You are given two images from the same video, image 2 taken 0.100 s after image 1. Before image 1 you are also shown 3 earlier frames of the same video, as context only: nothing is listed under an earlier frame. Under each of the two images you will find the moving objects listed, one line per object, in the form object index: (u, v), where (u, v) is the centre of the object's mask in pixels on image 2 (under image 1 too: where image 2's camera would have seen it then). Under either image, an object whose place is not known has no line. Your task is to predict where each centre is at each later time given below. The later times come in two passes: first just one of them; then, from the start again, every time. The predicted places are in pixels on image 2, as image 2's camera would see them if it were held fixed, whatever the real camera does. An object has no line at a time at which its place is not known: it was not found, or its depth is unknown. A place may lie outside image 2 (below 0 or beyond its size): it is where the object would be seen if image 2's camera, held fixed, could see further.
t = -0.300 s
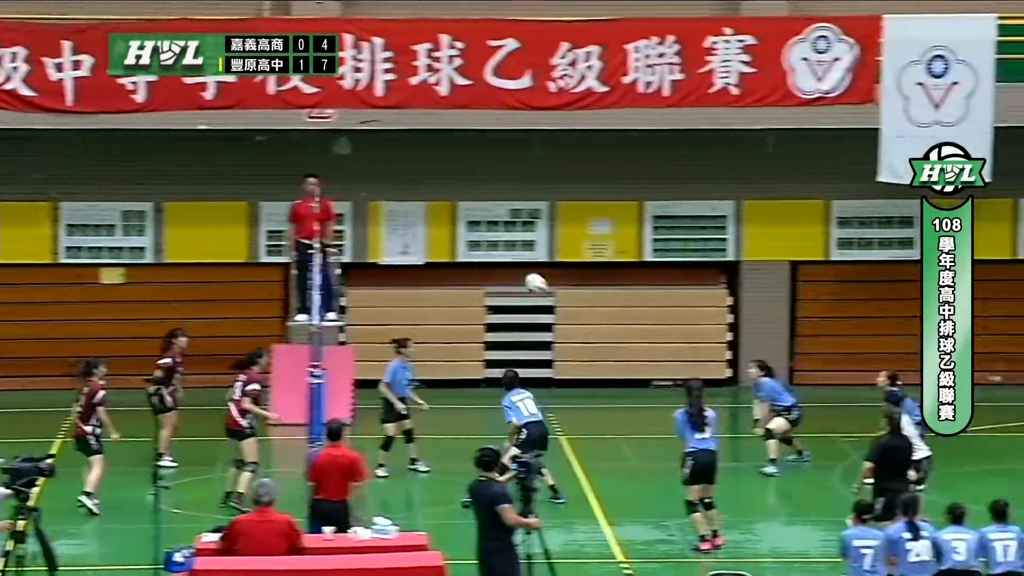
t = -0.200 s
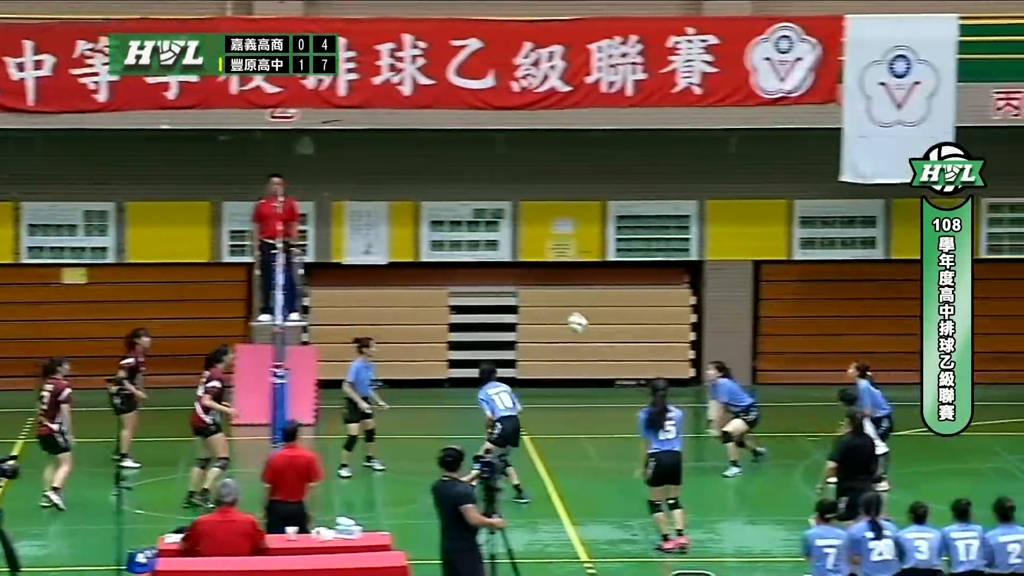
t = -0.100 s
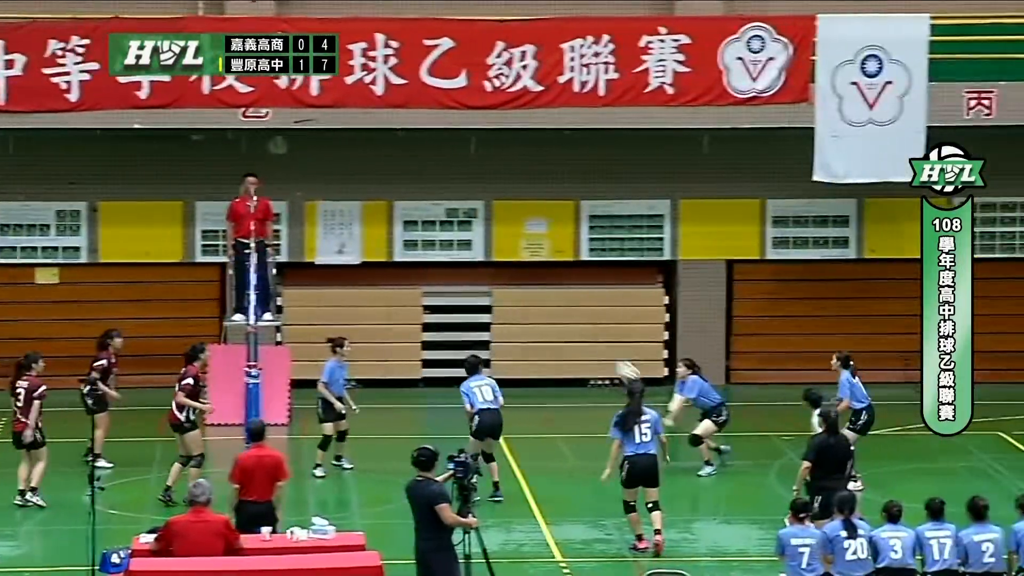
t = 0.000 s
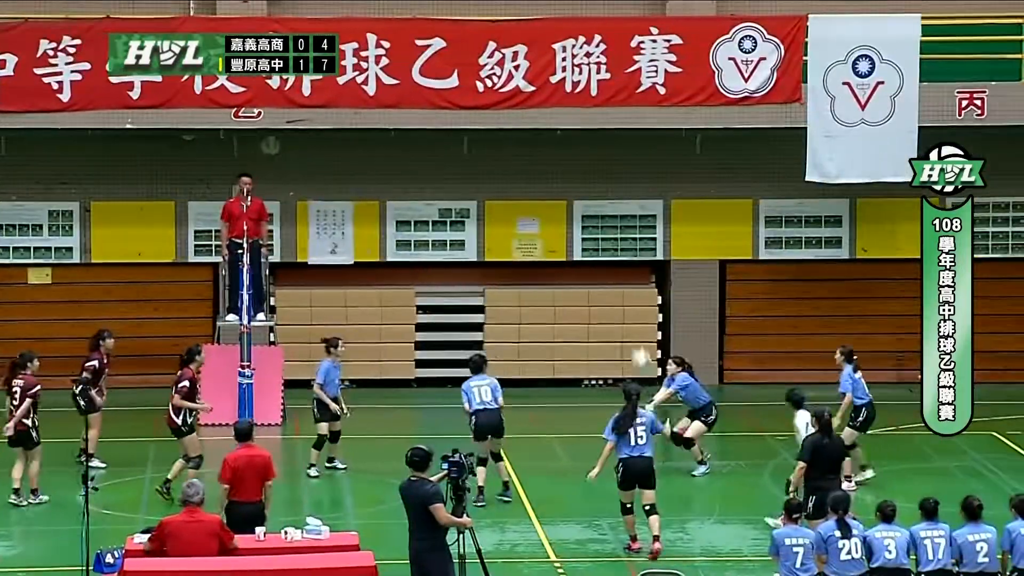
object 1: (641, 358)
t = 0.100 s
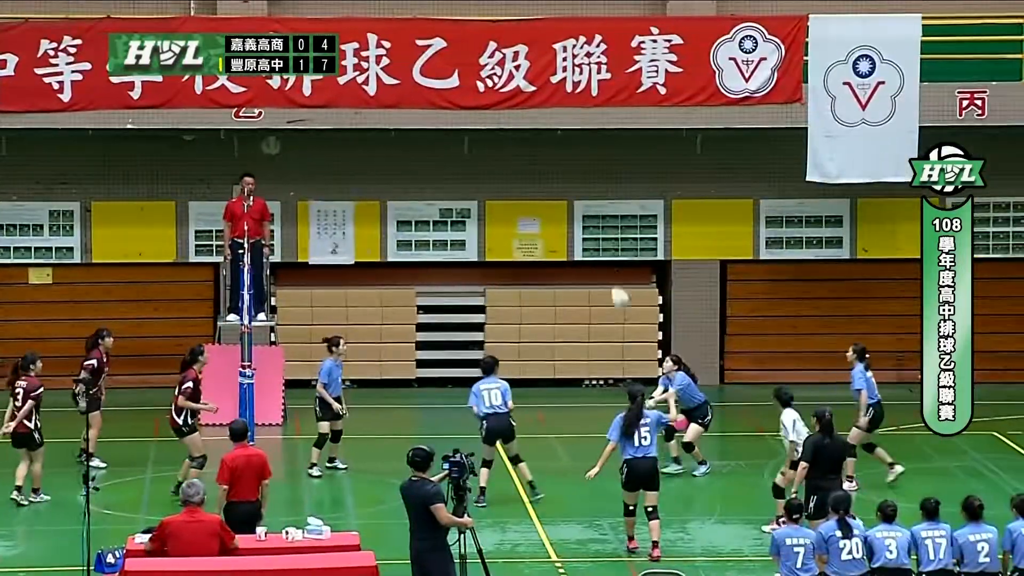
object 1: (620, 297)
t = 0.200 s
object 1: (595, 246)
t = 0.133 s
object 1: (611, 279)
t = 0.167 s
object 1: (604, 264)
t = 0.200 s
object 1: (595, 246)
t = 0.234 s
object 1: (589, 229)
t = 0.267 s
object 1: (581, 214)
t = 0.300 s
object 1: (573, 201)
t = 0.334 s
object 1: (566, 189)
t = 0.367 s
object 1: (559, 178)
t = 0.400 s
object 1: (551, 167)
